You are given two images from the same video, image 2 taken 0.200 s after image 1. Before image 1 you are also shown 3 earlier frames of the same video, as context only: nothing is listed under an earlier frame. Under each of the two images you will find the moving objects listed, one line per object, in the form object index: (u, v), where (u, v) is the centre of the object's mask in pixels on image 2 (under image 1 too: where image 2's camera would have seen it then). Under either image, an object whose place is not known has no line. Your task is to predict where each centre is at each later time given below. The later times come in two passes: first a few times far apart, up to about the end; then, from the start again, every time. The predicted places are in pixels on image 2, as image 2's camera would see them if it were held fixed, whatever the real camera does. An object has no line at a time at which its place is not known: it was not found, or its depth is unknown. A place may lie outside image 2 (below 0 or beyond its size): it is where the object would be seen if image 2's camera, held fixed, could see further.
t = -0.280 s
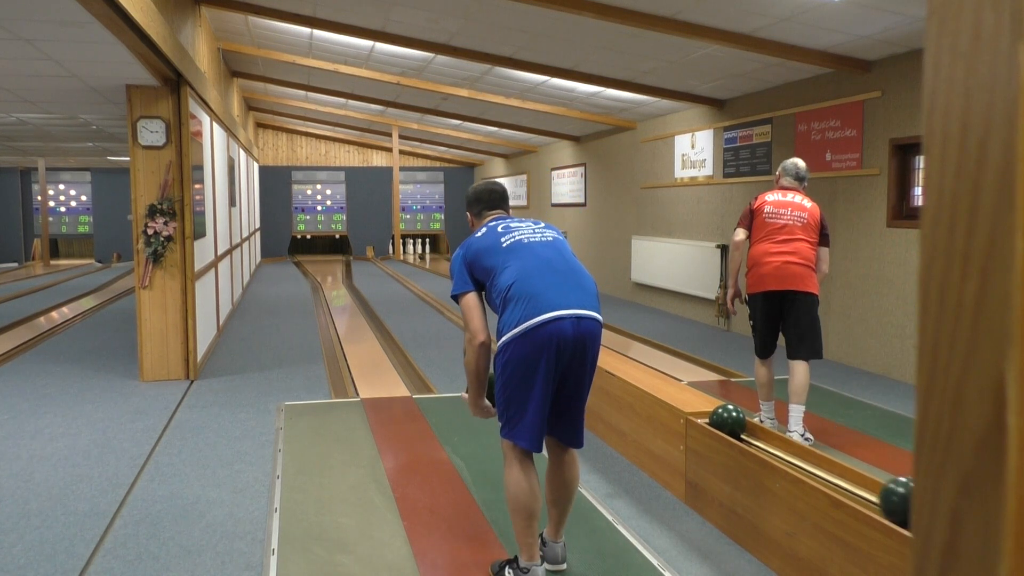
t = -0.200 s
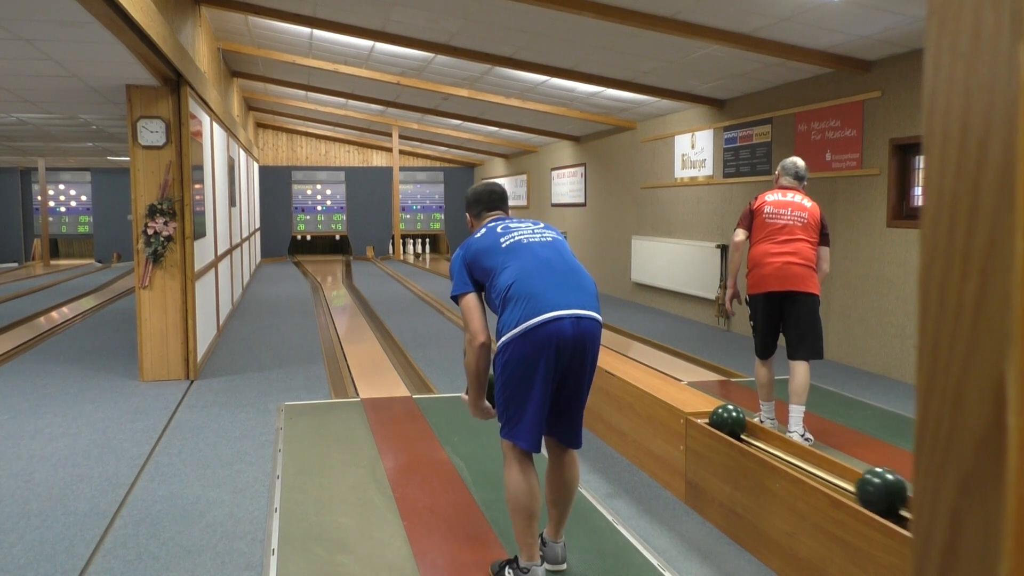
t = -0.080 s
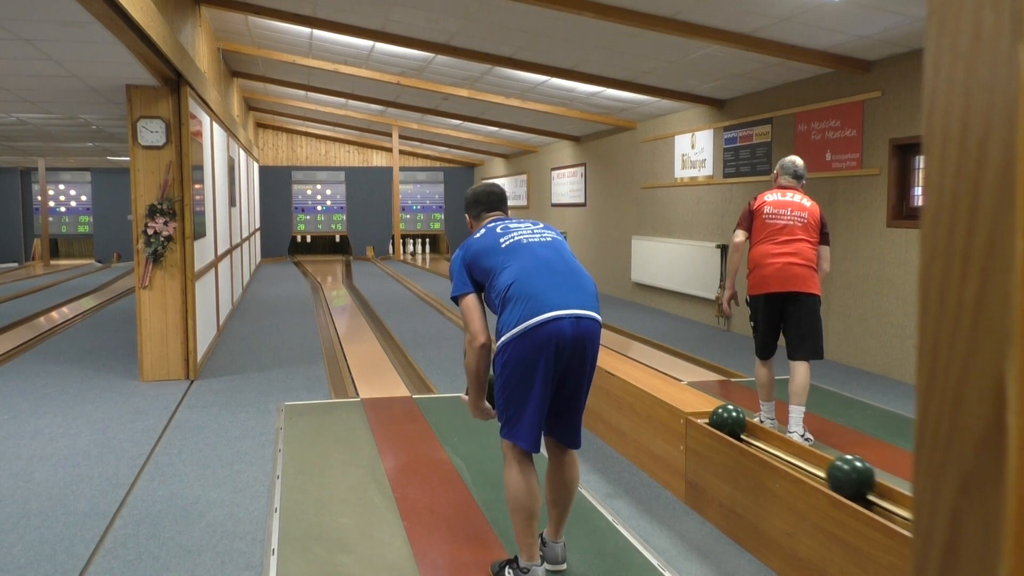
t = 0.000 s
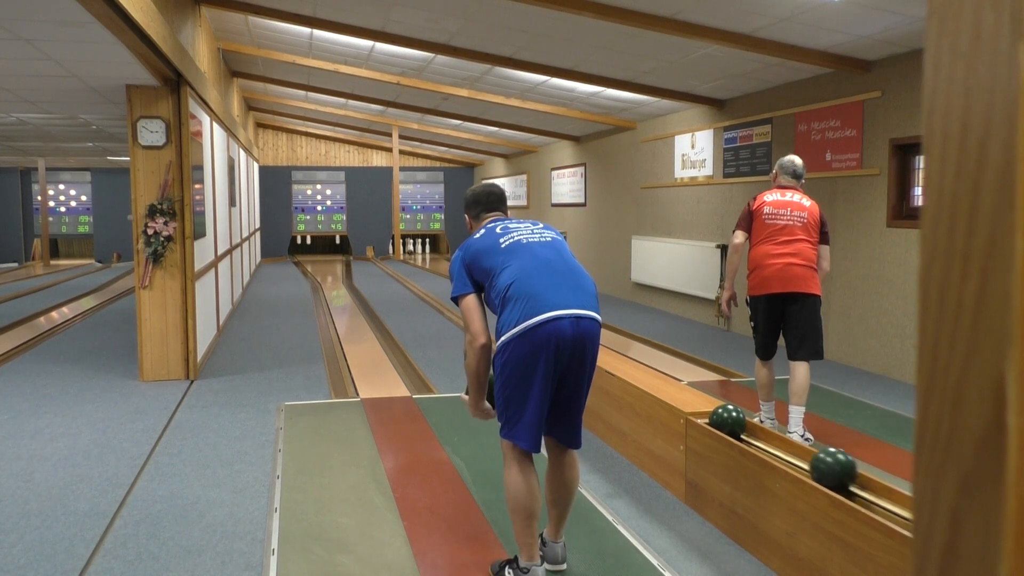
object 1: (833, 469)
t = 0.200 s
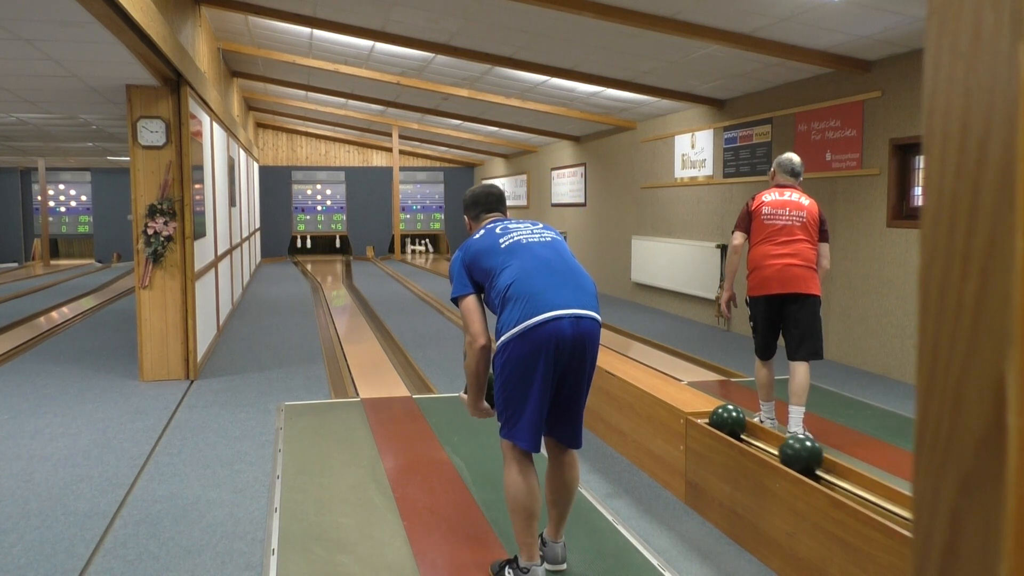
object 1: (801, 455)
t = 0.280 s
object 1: (792, 450)
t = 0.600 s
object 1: (759, 435)
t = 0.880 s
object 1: (746, 429)
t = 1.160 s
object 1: (746, 429)
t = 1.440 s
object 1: (746, 428)
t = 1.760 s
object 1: (746, 428)
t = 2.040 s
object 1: (746, 428)
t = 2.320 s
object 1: (746, 428)
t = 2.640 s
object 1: (746, 428)
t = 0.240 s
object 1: (796, 452)
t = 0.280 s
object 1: (792, 450)
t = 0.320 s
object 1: (788, 448)
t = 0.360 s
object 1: (783, 446)
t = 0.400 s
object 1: (779, 445)
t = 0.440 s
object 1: (775, 442)
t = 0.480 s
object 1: (772, 441)
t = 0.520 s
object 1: (767, 438)
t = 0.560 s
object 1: (763, 437)
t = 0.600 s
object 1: (759, 435)
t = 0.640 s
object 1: (755, 433)
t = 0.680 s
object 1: (751, 431)
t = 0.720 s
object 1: (748, 430)
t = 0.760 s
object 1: (746, 429)
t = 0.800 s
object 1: (747, 429)
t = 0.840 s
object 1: (747, 429)
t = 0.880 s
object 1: (746, 429)
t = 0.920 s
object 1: (746, 429)
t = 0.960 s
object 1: (746, 429)
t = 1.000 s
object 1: (746, 429)
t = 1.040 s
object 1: (746, 429)
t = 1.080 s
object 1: (746, 429)
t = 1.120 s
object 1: (746, 429)
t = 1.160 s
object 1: (746, 429)
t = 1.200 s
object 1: (746, 429)
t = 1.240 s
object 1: (746, 429)
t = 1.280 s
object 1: (746, 428)
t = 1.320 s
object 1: (746, 428)
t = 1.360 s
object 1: (746, 428)
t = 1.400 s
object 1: (746, 429)
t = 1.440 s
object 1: (746, 428)
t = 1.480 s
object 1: (746, 428)
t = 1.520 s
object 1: (746, 428)
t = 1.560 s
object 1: (746, 428)
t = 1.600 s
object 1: (746, 428)
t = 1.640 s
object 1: (746, 428)
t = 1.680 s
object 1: (746, 428)
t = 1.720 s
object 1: (746, 428)
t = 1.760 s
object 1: (746, 428)
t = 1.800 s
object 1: (746, 428)
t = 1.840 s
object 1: (746, 428)
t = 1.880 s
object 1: (746, 428)
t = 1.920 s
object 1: (746, 428)
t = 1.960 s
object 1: (746, 428)
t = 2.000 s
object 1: (746, 428)
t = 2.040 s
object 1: (746, 428)
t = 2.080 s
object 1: (746, 428)
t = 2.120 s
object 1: (746, 428)
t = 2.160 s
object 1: (746, 428)
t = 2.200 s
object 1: (746, 428)
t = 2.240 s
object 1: (746, 428)
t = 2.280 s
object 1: (746, 428)
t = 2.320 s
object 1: (746, 428)
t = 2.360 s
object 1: (746, 428)
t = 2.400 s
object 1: (746, 428)
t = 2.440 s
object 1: (746, 428)
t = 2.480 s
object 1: (746, 428)
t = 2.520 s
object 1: (746, 428)
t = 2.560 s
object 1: (746, 428)
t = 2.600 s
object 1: (746, 428)
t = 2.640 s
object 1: (746, 428)
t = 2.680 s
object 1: (746, 428)
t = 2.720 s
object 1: (746, 428)
